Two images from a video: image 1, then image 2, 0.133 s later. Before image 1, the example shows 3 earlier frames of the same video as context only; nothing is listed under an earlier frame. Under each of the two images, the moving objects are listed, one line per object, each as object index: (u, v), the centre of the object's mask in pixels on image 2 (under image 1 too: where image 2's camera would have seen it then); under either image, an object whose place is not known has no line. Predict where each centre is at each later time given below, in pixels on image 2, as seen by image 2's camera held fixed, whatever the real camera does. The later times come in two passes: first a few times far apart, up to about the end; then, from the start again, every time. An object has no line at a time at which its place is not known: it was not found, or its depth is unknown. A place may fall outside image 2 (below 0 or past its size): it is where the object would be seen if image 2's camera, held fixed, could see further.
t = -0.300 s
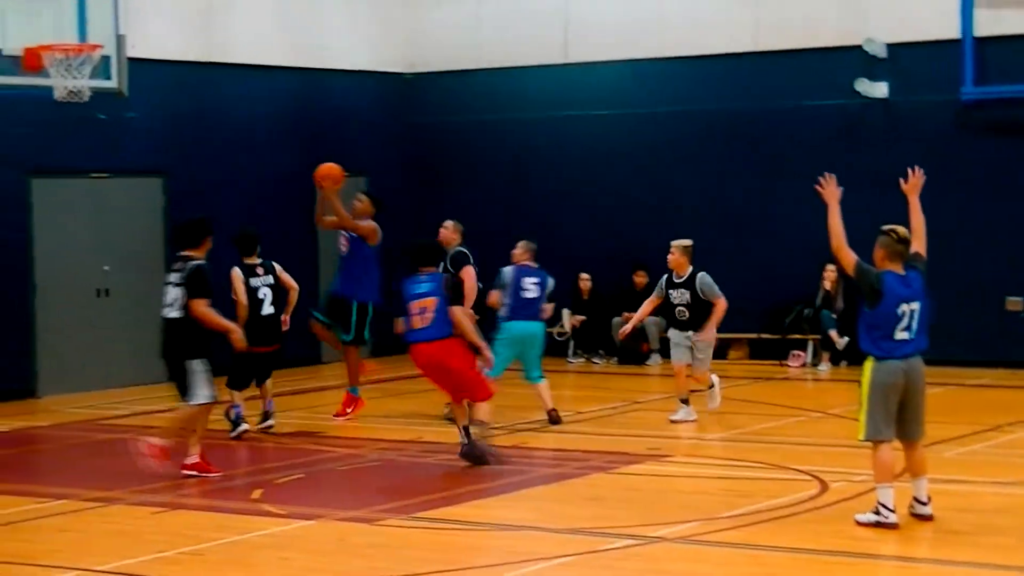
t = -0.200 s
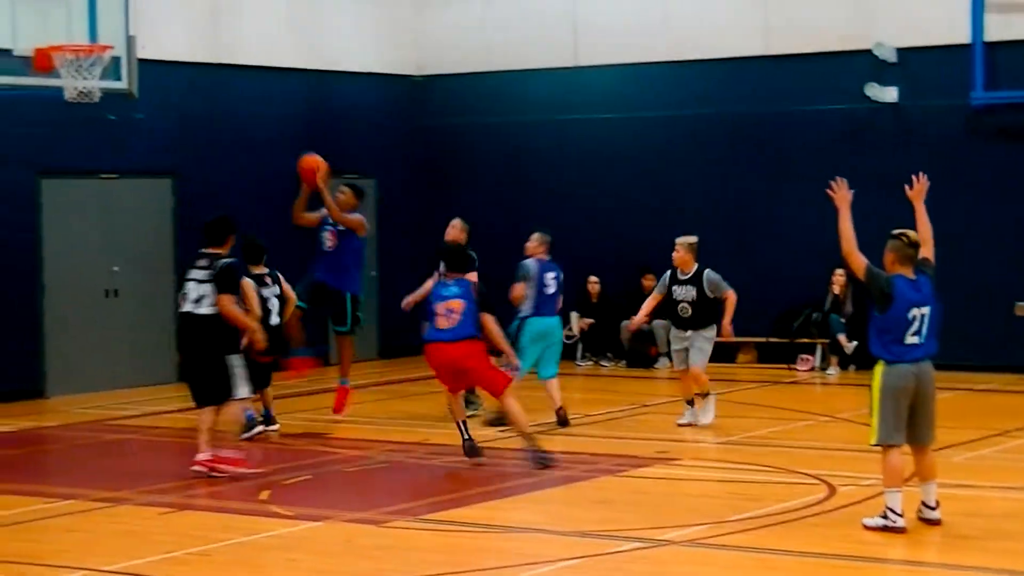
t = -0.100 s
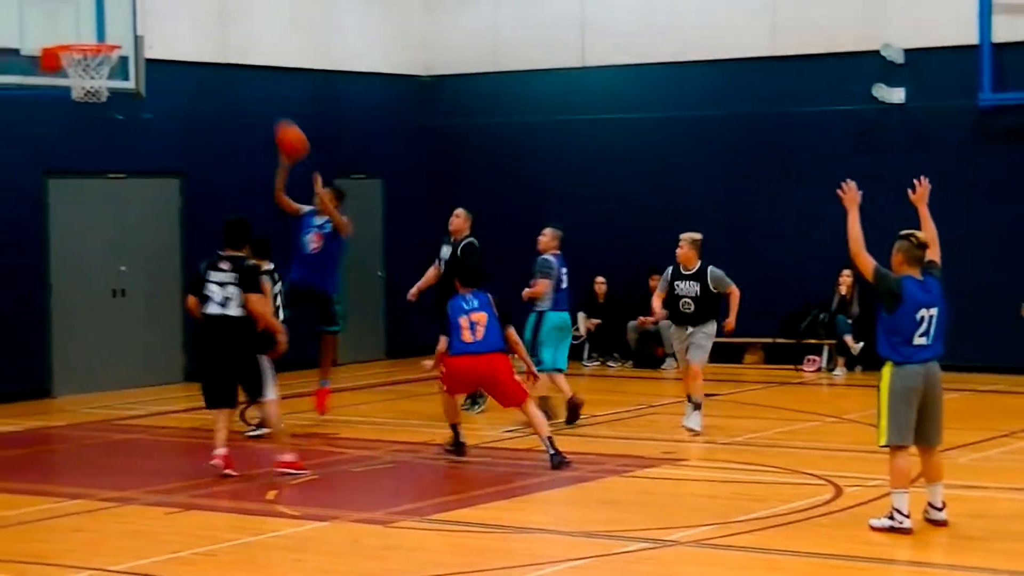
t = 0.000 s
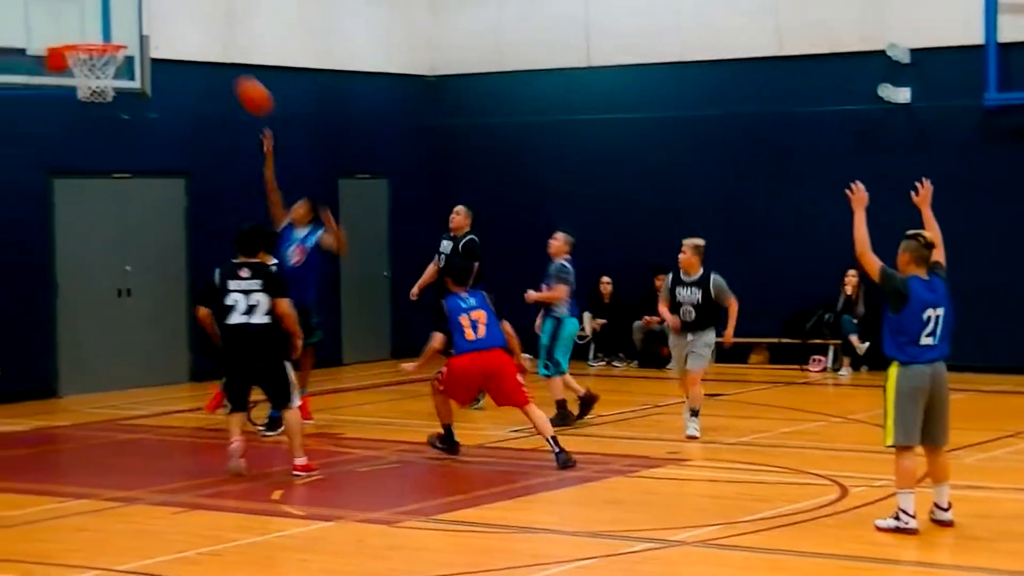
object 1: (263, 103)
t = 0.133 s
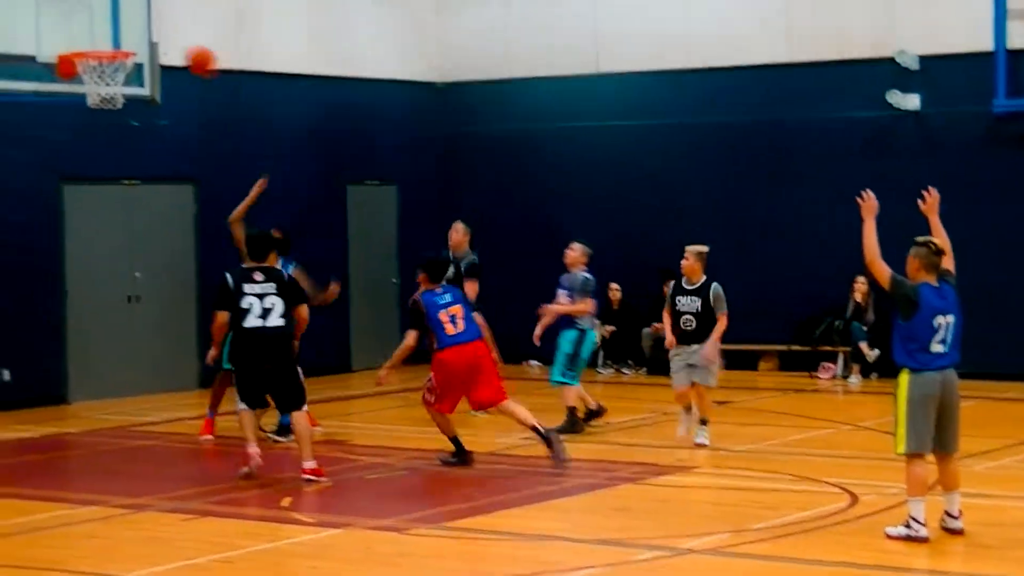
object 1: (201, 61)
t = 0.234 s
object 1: (154, 42)
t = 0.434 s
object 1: (128, 41)
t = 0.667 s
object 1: (172, 29)
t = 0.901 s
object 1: (218, 82)
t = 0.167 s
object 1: (184, 52)
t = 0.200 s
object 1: (170, 46)
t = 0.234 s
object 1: (154, 42)
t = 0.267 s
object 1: (143, 38)
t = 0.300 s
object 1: (140, 37)
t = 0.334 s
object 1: (136, 36)
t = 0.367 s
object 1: (132, 37)
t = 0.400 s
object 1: (129, 39)
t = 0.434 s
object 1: (128, 41)
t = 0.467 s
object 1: (133, 38)
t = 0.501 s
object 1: (140, 33)
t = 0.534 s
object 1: (147, 30)
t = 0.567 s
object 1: (153, 27)
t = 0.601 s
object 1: (159, 26)
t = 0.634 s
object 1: (165, 26)
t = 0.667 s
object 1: (172, 29)
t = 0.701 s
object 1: (179, 32)
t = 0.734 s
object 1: (185, 37)
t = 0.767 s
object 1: (192, 43)
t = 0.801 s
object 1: (198, 50)
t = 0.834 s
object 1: (205, 61)
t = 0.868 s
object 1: (211, 71)
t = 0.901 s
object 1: (218, 82)
